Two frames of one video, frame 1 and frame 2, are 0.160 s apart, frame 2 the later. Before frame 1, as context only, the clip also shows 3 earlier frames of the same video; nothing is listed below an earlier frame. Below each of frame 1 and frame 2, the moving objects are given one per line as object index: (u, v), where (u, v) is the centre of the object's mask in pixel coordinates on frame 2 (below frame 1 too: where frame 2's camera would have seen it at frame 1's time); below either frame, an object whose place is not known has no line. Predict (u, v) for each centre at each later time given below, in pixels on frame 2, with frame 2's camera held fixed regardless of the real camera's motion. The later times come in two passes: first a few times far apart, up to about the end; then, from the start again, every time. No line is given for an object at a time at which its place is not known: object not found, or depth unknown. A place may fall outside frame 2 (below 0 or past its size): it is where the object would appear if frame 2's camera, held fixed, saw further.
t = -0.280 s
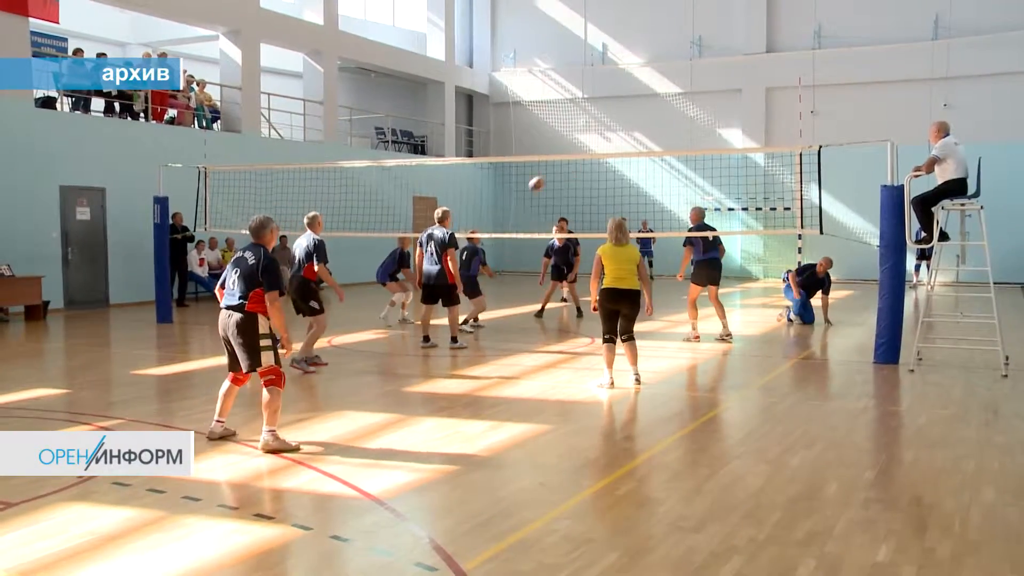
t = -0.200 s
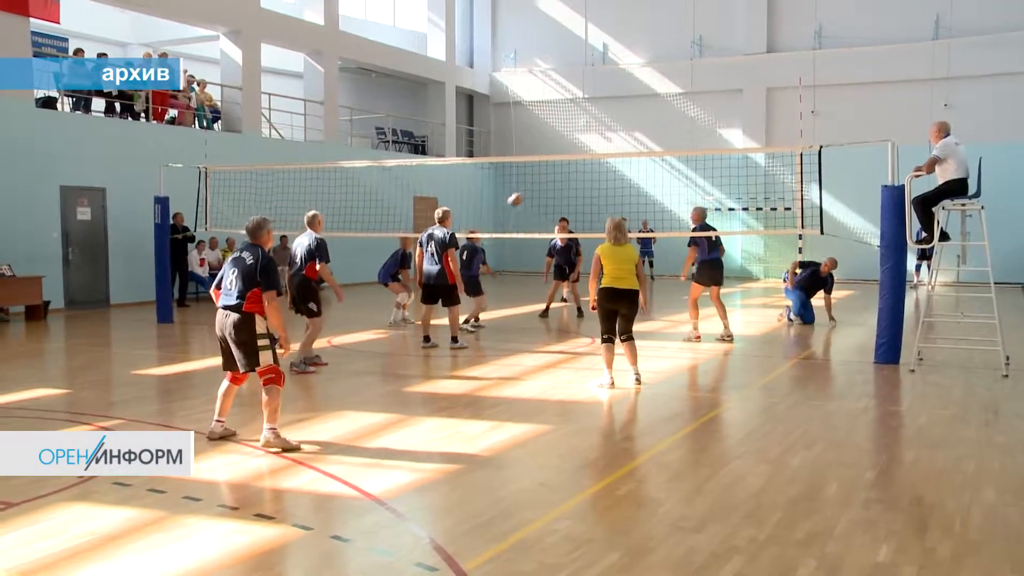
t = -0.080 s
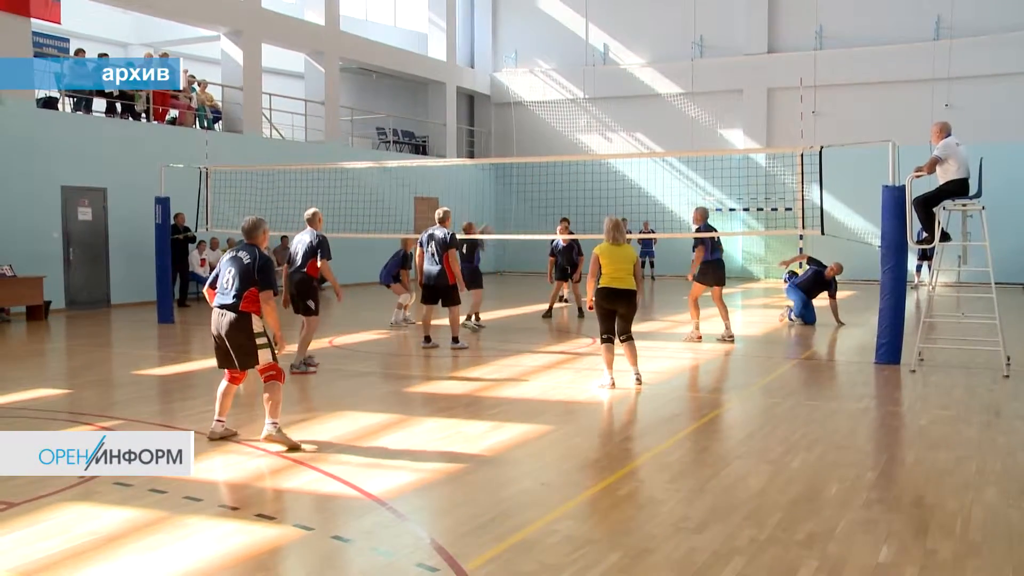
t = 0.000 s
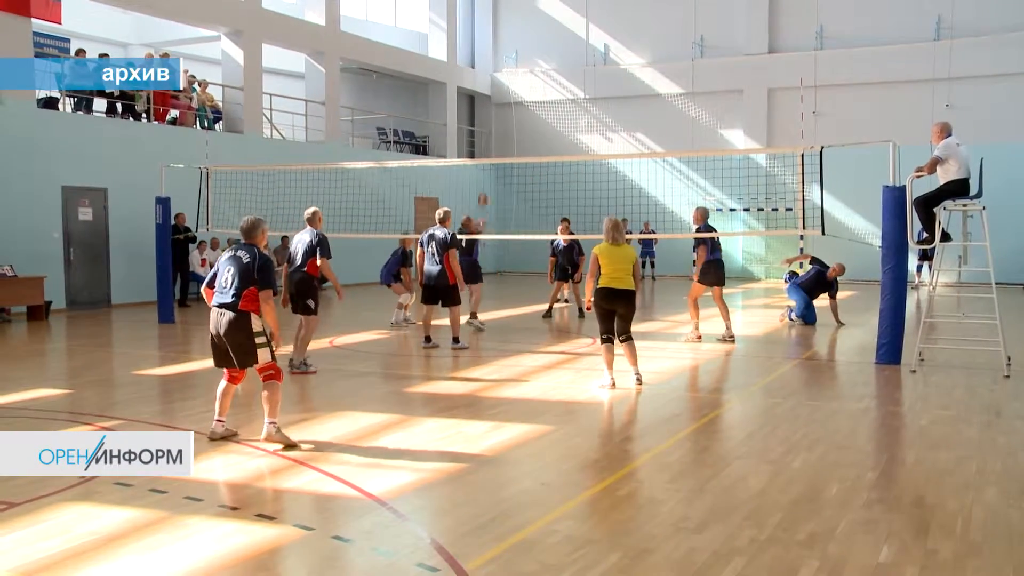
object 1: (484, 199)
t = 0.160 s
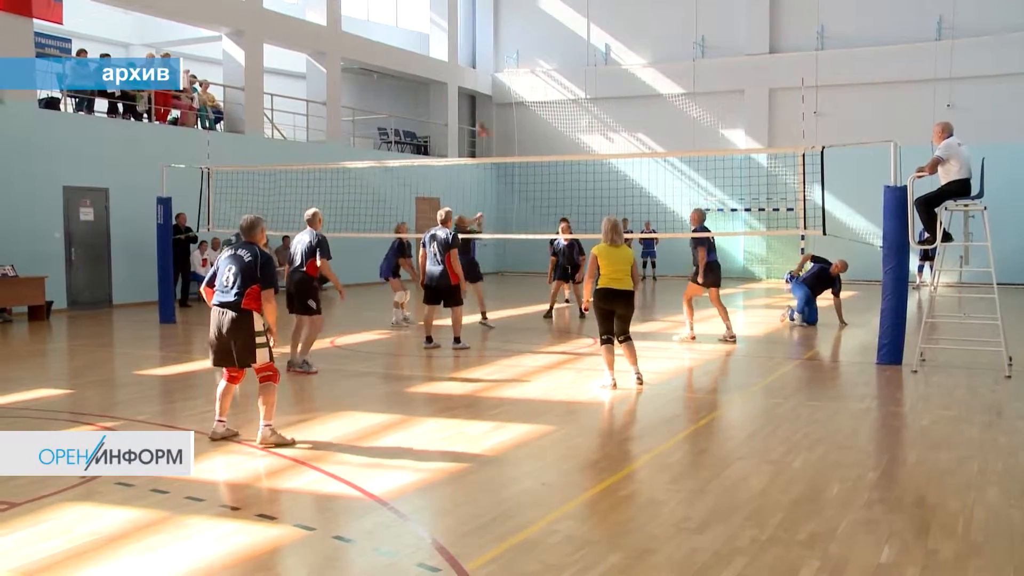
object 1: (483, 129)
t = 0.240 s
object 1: (485, 102)
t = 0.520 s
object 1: (481, 33)
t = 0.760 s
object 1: (479, 15)
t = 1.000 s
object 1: (478, 34)
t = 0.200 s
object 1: (482, 114)
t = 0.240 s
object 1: (485, 102)
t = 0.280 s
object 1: (483, 87)
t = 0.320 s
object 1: (482, 76)
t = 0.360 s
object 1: (482, 66)
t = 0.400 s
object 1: (482, 56)
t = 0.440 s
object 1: (481, 47)
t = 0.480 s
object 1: (481, 40)
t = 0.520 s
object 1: (481, 33)
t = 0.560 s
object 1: (481, 27)
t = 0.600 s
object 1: (480, 23)
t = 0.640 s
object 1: (480, 19)
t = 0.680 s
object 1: (480, 16)
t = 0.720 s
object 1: (480, 15)
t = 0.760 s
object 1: (479, 15)
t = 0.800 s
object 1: (479, 15)
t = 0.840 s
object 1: (479, 17)
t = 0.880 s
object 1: (479, 19)
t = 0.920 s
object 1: (478, 23)
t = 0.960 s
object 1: (478, 28)
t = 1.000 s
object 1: (478, 34)
